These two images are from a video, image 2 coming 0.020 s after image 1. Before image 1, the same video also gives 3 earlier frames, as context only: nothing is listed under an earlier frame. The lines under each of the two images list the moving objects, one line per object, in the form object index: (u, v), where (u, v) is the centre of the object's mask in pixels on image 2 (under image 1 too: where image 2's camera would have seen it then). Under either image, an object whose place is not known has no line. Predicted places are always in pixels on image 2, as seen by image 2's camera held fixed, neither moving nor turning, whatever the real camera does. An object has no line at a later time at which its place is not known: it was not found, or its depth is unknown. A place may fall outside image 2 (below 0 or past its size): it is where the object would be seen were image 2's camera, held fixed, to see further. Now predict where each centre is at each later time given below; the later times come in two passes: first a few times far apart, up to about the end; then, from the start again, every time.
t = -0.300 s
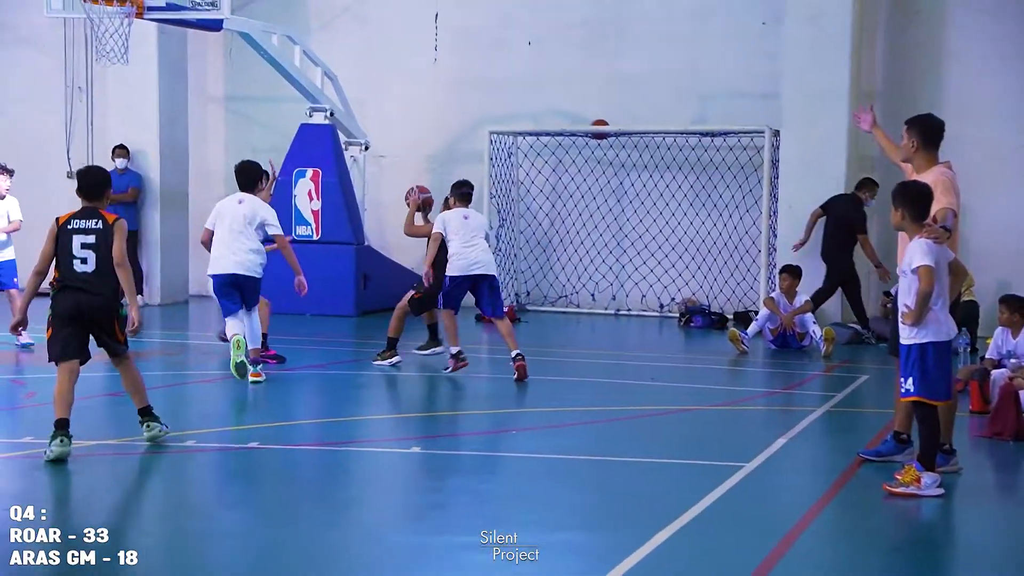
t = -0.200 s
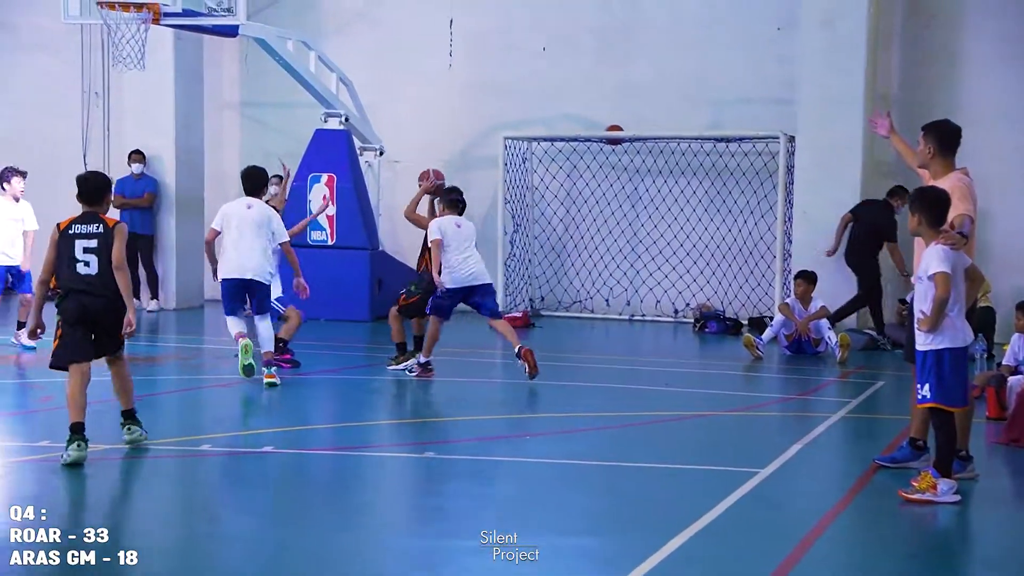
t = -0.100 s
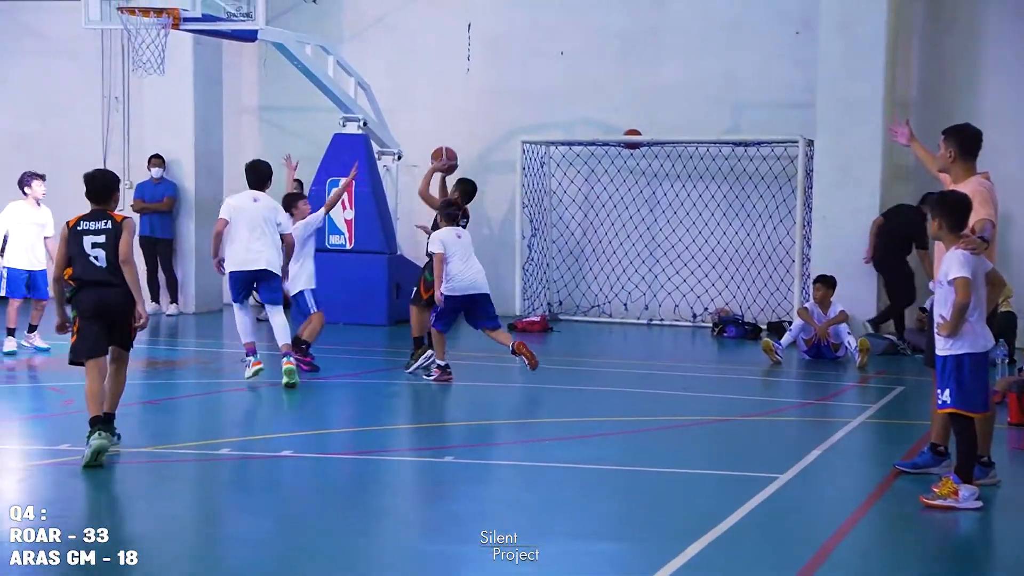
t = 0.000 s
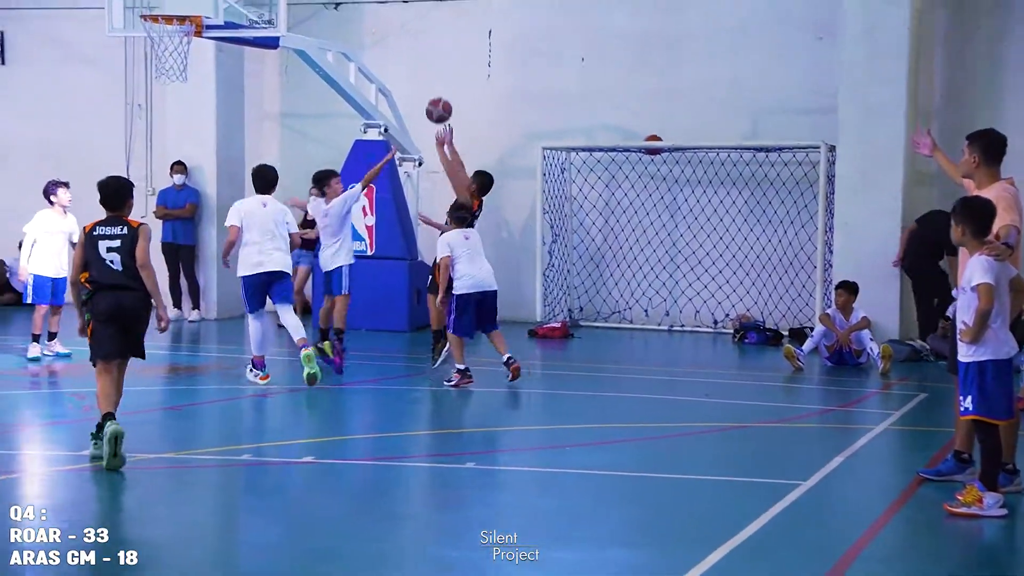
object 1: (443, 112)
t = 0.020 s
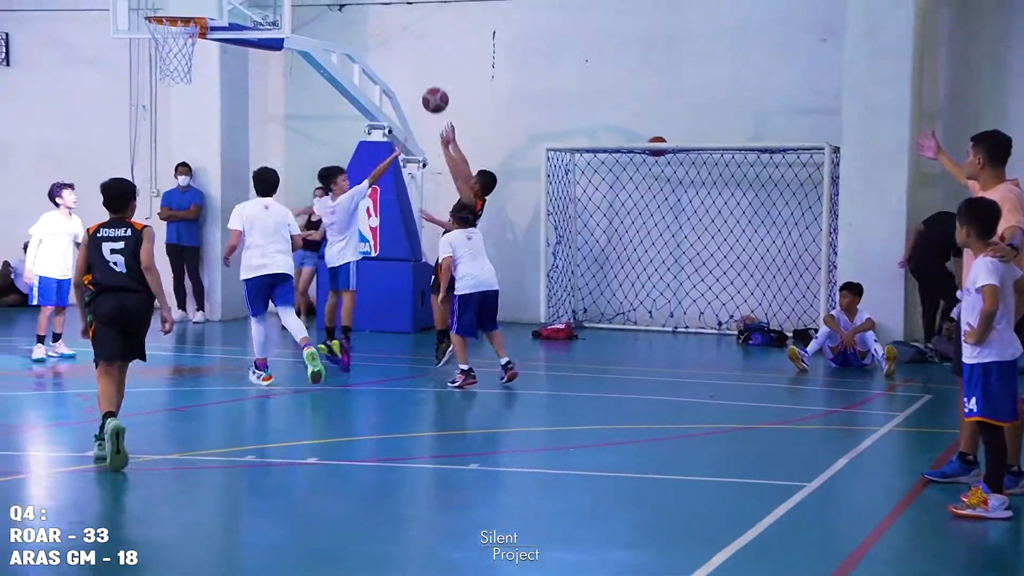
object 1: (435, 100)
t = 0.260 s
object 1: (347, -3)
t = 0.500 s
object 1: (263, -38)
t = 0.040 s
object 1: (428, 89)
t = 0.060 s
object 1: (420, 78)
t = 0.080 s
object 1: (413, 67)
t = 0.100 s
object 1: (406, 58)
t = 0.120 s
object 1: (398, 49)
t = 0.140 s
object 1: (391, 40)
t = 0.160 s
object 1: (384, 31)
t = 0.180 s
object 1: (376, 23)
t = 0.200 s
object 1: (369, 16)
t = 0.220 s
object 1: (362, 9)
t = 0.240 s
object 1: (354, 3)
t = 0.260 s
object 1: (347, -3)
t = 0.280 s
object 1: (340, -9)
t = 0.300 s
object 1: (333, -14)
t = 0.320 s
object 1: (326, -18)
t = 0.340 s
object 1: (319, -22)
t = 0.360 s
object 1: (312, -26)
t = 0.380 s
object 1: (304, -29)
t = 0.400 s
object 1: (297, -32)
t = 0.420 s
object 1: (290, -34)
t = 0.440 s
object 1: (283, -36)
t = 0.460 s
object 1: (276, -37)
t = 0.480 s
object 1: (270, -38)
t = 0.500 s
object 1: (263, -38)
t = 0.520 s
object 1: (256, -38)
